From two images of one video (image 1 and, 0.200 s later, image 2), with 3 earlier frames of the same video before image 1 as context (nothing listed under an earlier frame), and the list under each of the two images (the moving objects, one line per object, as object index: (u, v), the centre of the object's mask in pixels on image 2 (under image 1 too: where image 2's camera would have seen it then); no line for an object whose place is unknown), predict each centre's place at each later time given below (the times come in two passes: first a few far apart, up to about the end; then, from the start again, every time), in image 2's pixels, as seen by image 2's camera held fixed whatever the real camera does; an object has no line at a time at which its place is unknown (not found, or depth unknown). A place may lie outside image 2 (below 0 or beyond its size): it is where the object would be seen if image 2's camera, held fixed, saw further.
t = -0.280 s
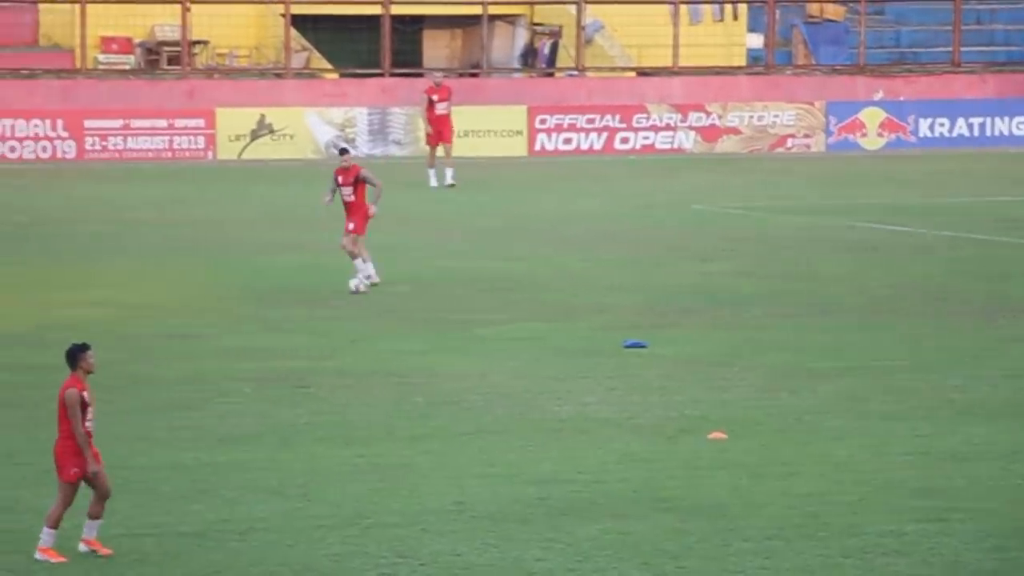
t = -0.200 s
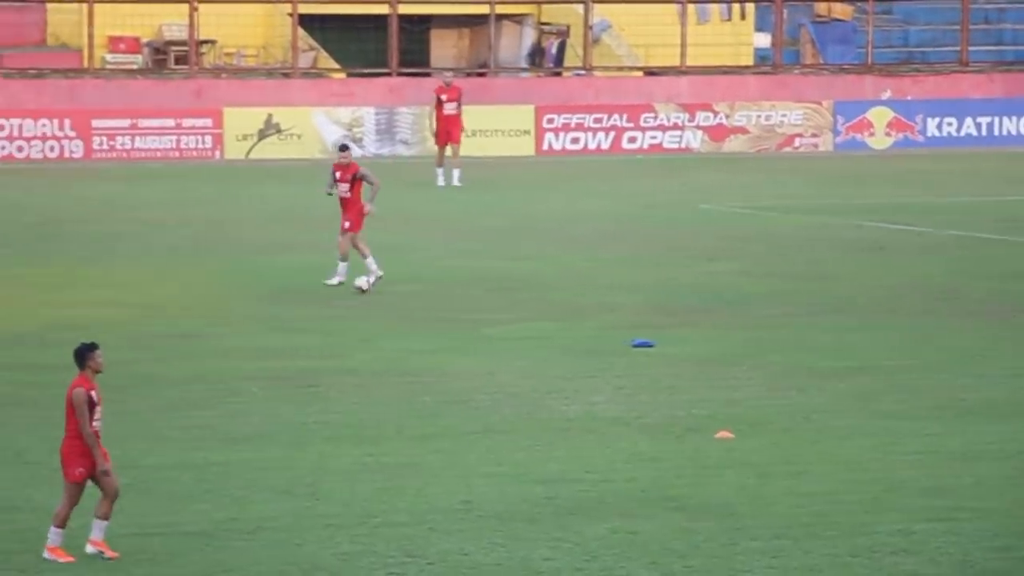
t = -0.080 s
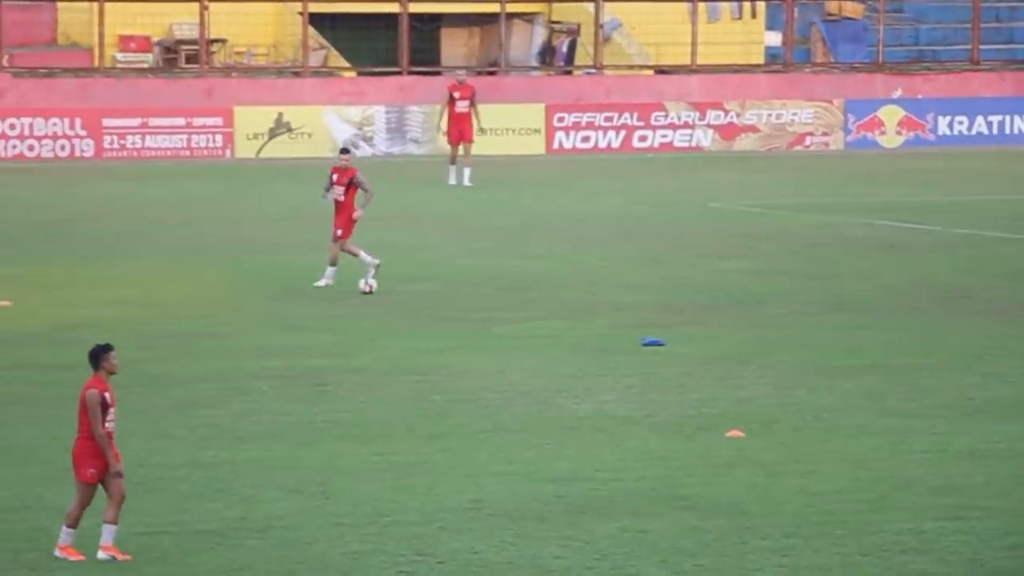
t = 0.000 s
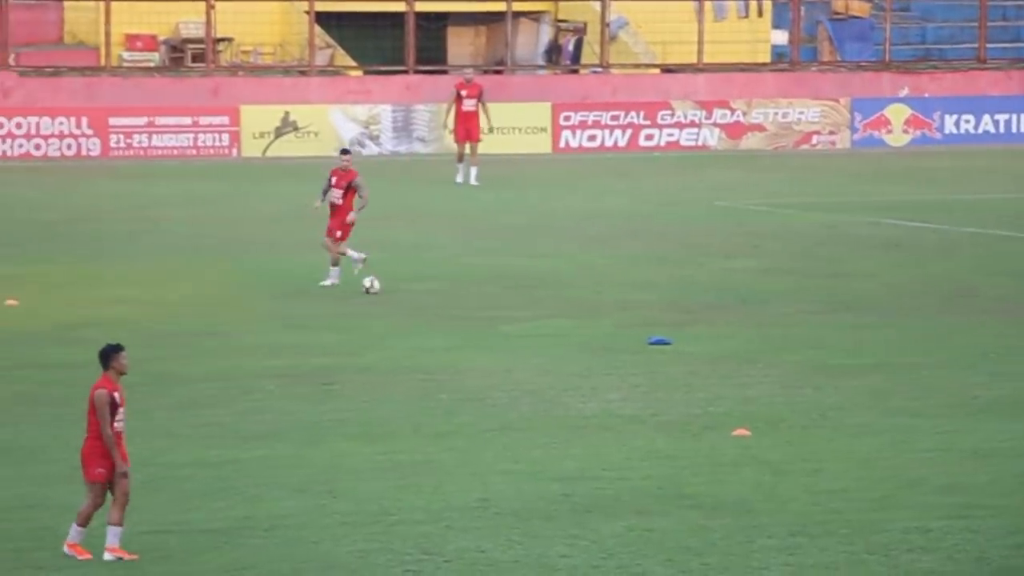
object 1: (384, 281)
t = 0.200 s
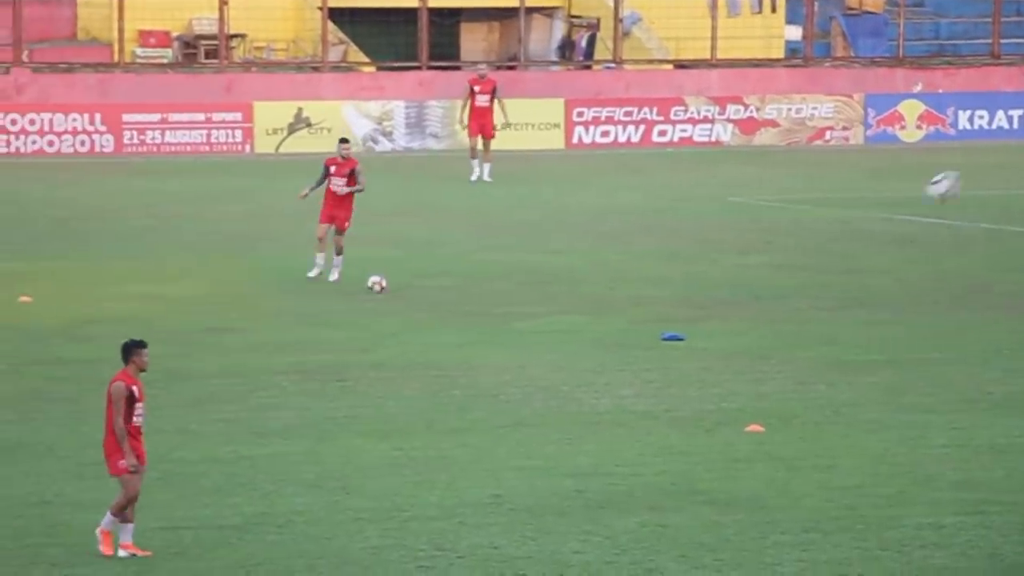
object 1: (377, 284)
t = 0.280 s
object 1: (374, 284)
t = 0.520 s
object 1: (366, 286)
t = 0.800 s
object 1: (356, 289)
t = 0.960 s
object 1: (353, 290)
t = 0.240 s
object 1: (375, 284)
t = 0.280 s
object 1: (374, 284)
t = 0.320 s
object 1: (372, 284)
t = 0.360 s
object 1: (371, 285)
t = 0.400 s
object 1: (369, 285)
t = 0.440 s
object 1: (368, 285)
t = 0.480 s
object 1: (367, 285)
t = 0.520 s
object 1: (366, 286)
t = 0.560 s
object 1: (364, 287)
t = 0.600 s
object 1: (363, 287)
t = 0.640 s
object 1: (361, 286)
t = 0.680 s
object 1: (360, 288)
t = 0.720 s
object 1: (359, 288)
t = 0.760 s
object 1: (357, 289)
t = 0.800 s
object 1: (356, 289)
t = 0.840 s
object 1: (356, 289)
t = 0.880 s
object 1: (354, 290)
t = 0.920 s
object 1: (353, 290)
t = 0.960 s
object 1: (353, 290)
